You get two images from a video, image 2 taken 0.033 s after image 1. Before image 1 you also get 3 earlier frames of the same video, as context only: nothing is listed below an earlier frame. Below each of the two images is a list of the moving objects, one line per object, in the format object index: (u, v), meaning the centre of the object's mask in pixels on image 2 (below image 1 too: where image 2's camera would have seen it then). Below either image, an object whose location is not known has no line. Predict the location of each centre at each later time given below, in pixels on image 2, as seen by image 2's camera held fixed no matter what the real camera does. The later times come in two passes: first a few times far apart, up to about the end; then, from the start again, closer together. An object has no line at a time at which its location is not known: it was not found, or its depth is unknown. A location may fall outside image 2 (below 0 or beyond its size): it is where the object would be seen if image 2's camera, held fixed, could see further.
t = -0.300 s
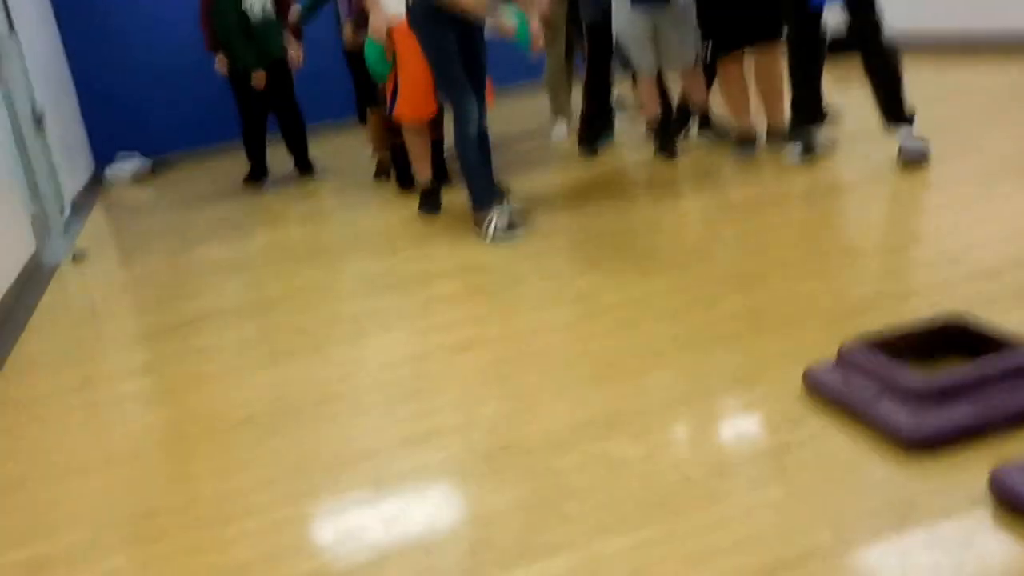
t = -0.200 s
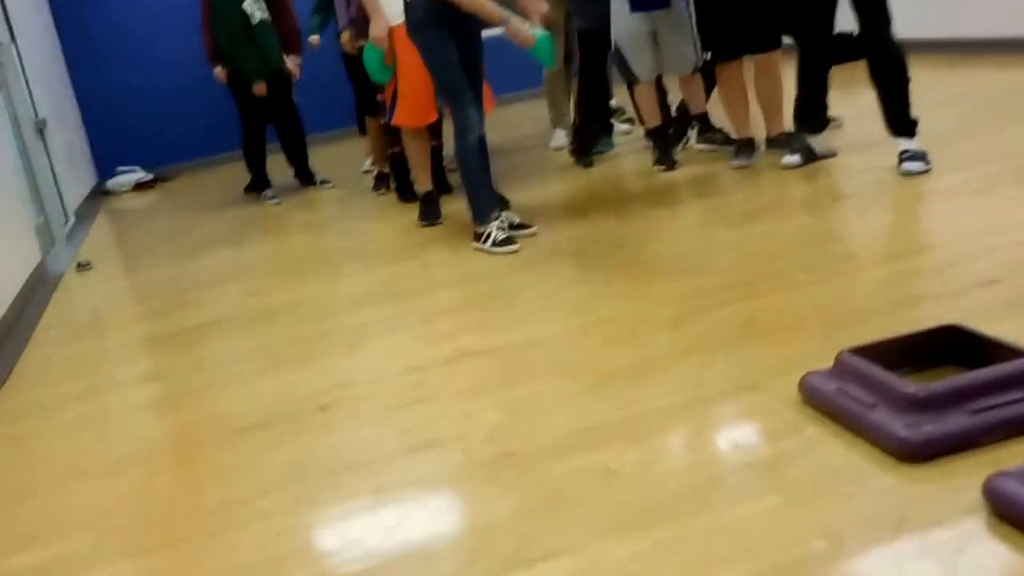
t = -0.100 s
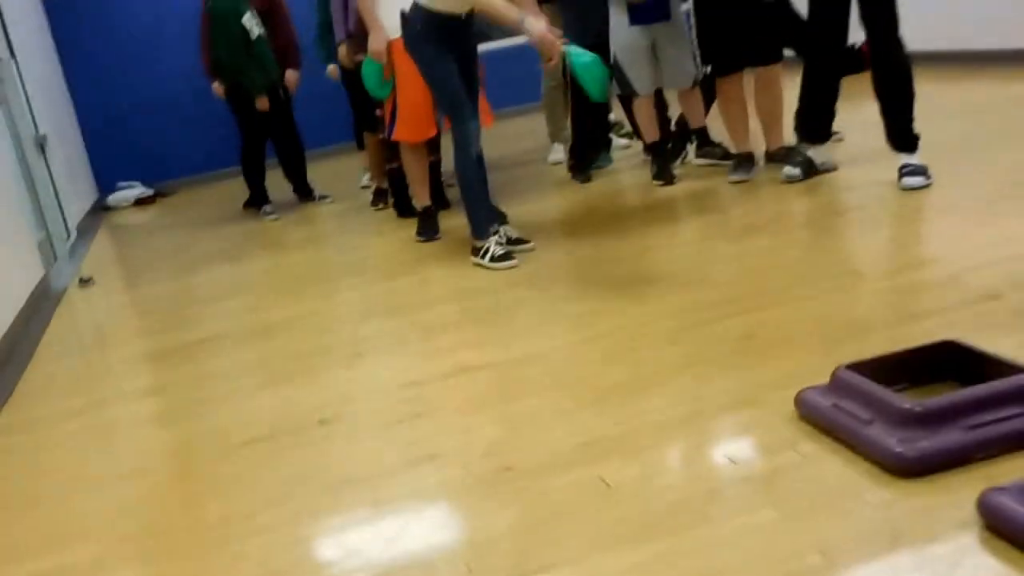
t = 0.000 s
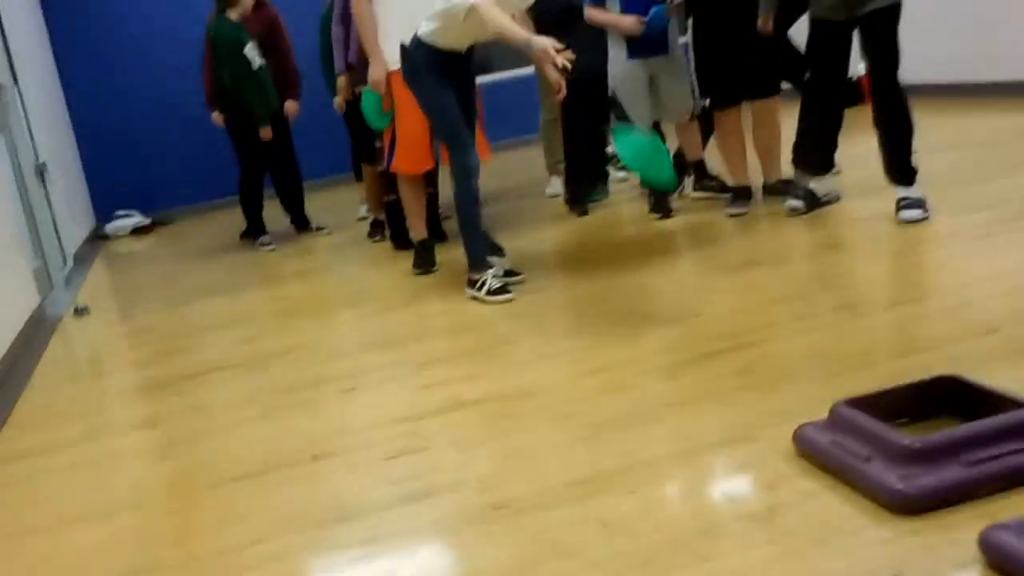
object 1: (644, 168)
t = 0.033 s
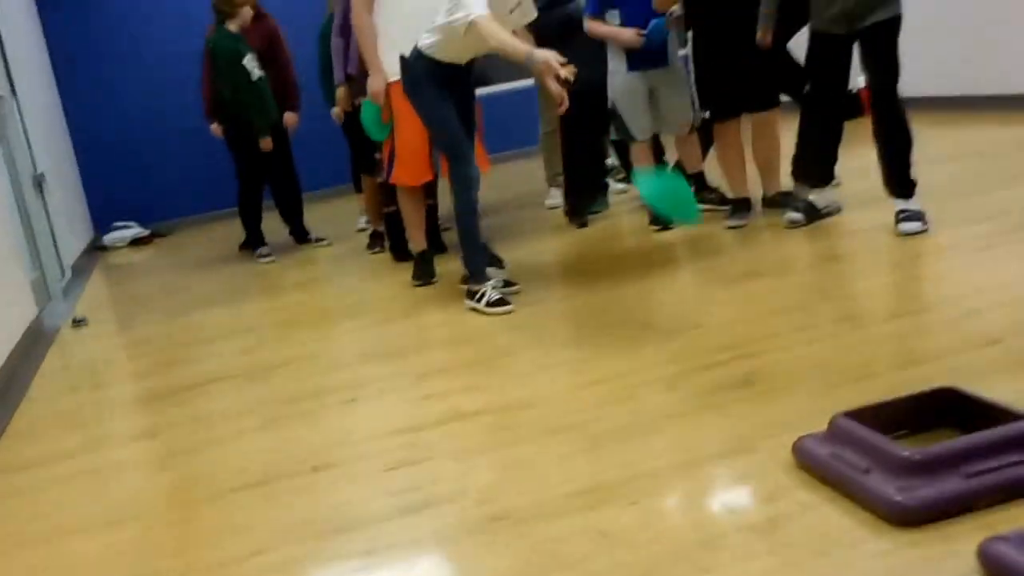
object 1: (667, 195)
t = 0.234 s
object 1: (835, 376)
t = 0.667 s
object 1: (951, 384)
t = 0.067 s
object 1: (691, 223)
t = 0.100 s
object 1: (721, 266)
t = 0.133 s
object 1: (752, 318)
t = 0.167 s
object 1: (785, 380)
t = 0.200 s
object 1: (809, 398)
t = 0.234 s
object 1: (835, 376)
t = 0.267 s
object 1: (848, 369)
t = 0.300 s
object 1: (863, 360)
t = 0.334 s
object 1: (873, 353)
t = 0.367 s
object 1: (884, 350)
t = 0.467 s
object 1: (937, 363)
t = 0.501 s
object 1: (955, 367)
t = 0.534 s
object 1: (963, 369)
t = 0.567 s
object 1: (961, 383)
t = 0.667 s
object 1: (951, 384)
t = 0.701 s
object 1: (940, 387)
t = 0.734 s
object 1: (929, 390)
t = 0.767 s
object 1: (918, 393)
